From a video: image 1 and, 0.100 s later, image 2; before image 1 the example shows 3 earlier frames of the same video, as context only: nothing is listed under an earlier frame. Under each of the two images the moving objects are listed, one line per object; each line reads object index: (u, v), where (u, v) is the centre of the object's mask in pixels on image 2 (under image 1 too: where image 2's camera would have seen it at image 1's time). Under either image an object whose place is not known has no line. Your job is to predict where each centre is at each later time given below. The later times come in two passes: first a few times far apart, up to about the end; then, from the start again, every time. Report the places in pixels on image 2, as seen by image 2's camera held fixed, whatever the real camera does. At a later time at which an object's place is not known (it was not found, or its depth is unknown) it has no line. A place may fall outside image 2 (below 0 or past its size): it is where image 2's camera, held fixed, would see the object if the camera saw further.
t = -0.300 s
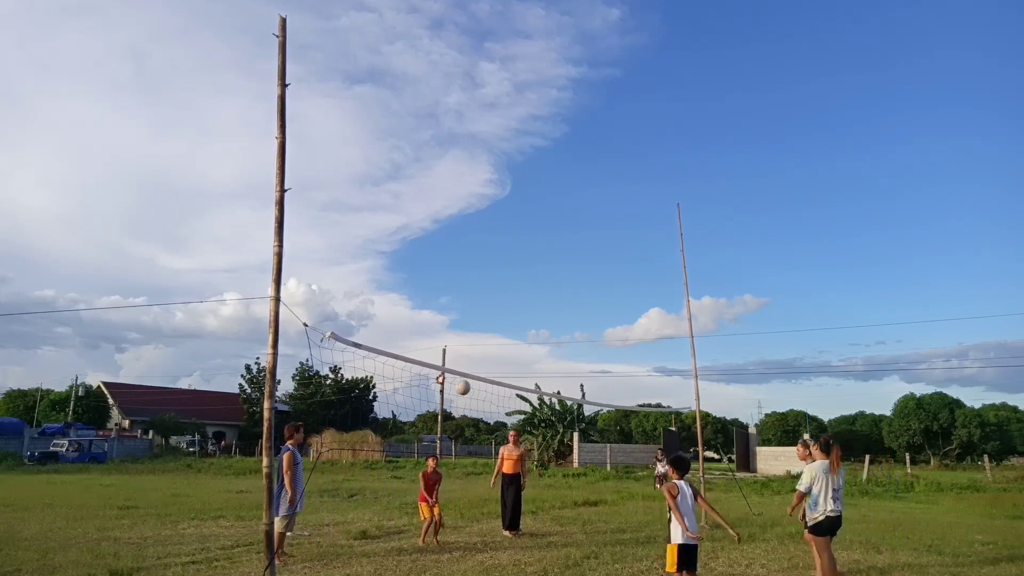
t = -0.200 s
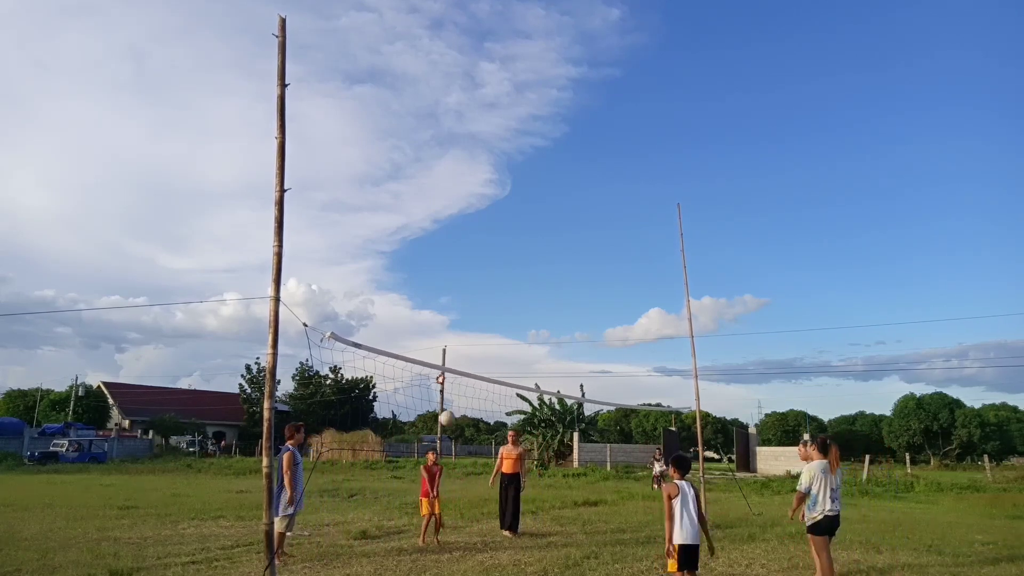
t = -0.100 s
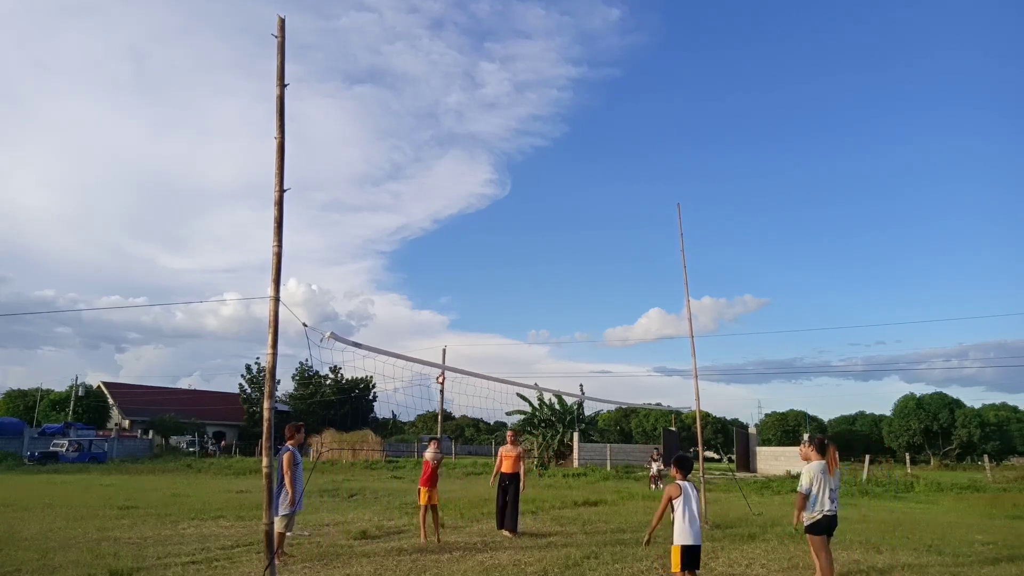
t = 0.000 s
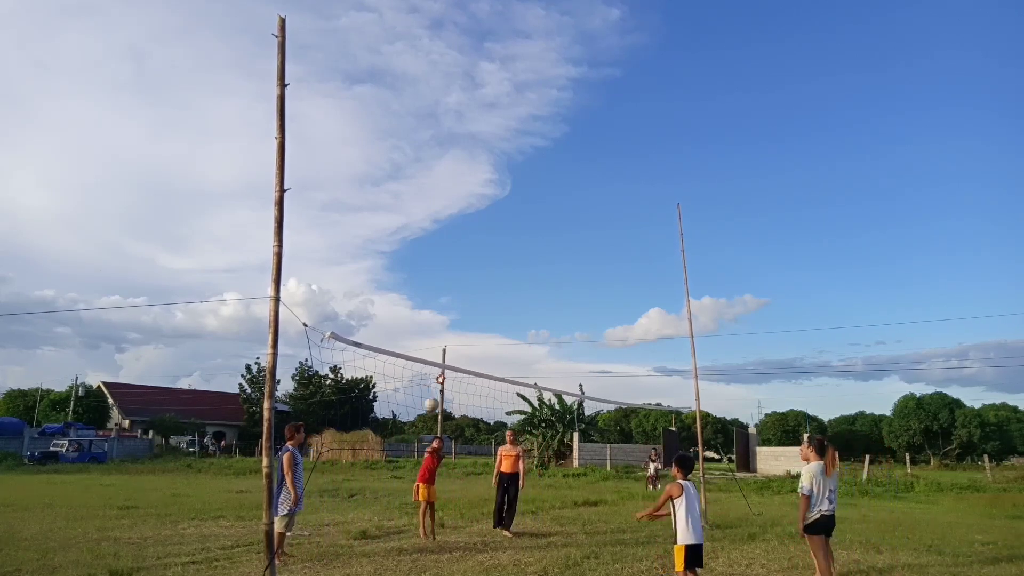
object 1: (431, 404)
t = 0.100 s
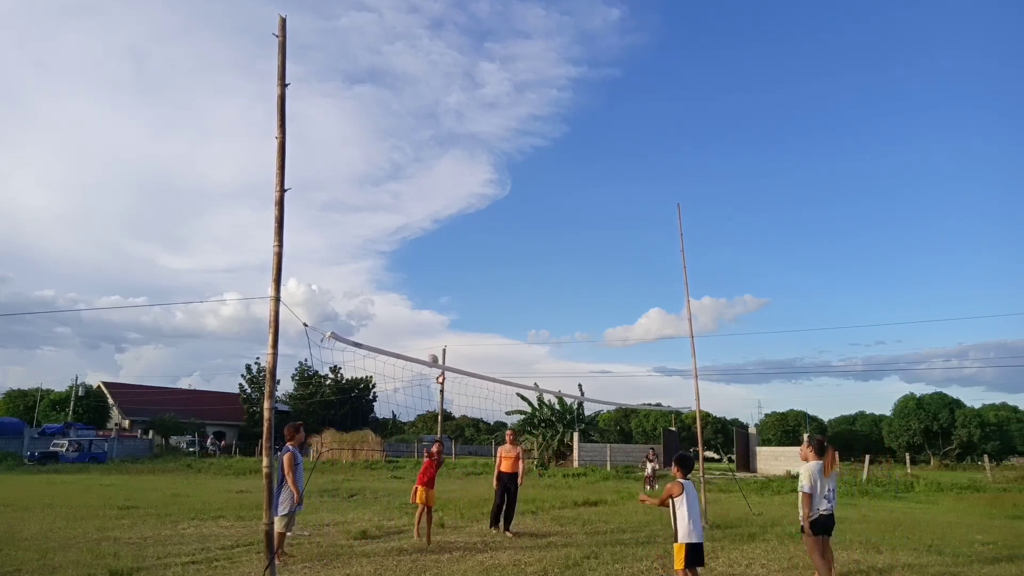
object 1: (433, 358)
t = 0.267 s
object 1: (429, 305)
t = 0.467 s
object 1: (425, 264)
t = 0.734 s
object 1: (418, 252)
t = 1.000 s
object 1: (408, 287)
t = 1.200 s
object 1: (397, 346)
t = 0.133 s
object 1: (432, 348)
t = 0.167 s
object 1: (431, 336)
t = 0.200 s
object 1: (430, 325)
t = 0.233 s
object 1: (430, 315)
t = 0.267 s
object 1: (429, 305)
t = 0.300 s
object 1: (428, 296)
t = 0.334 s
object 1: (428, 288)
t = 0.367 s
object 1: (427, 281)
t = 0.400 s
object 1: (427, 275)
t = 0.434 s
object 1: (426, 269)
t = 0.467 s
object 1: (425, 264)
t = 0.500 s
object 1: (425, 260)
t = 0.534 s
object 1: (424, 257)
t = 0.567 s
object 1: (423, 254)
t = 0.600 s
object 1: (422, 252)
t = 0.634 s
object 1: (421, 251)
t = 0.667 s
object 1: (420, 251)
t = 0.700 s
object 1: (419, 251)
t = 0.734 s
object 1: (418, 252)
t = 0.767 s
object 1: (417, 254)
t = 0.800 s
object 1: (416, 256)
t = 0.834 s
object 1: (415, 259)
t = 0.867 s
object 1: (413, 263)
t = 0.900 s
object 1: (412, 268)
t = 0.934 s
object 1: (411, 273)
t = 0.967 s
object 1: (409, 280)
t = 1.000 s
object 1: (408, 287)
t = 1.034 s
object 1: (406, 294)
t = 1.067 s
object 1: (405, 303)
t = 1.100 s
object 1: (403, 313)
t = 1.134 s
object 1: (401, 323)
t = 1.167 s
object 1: (399, 334)
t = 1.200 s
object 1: (397, 346)
